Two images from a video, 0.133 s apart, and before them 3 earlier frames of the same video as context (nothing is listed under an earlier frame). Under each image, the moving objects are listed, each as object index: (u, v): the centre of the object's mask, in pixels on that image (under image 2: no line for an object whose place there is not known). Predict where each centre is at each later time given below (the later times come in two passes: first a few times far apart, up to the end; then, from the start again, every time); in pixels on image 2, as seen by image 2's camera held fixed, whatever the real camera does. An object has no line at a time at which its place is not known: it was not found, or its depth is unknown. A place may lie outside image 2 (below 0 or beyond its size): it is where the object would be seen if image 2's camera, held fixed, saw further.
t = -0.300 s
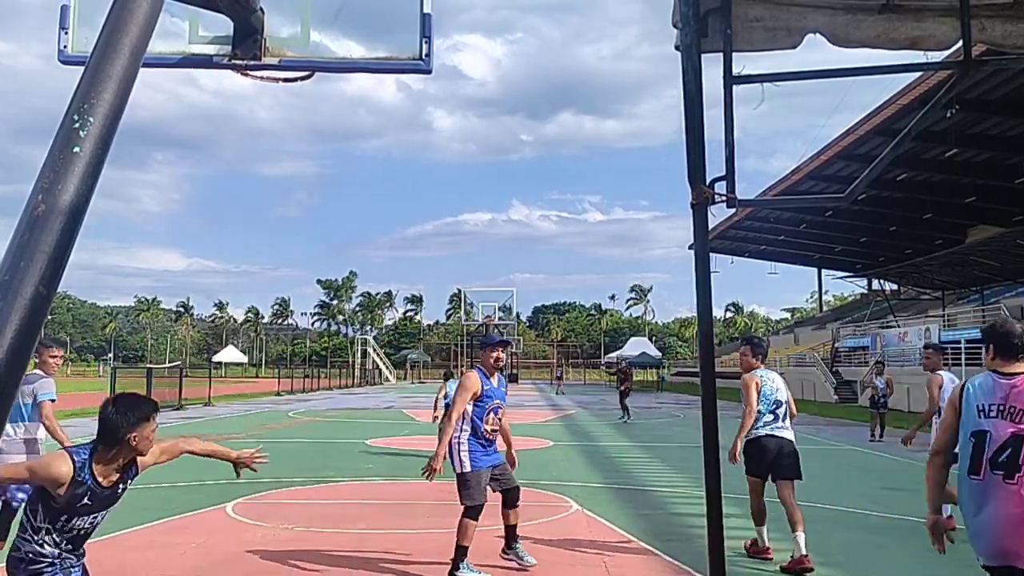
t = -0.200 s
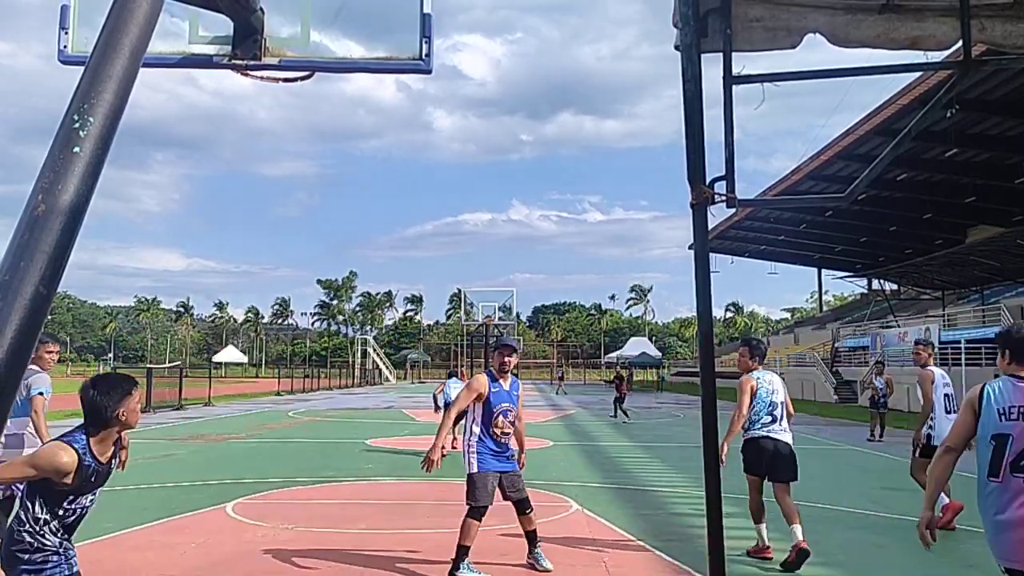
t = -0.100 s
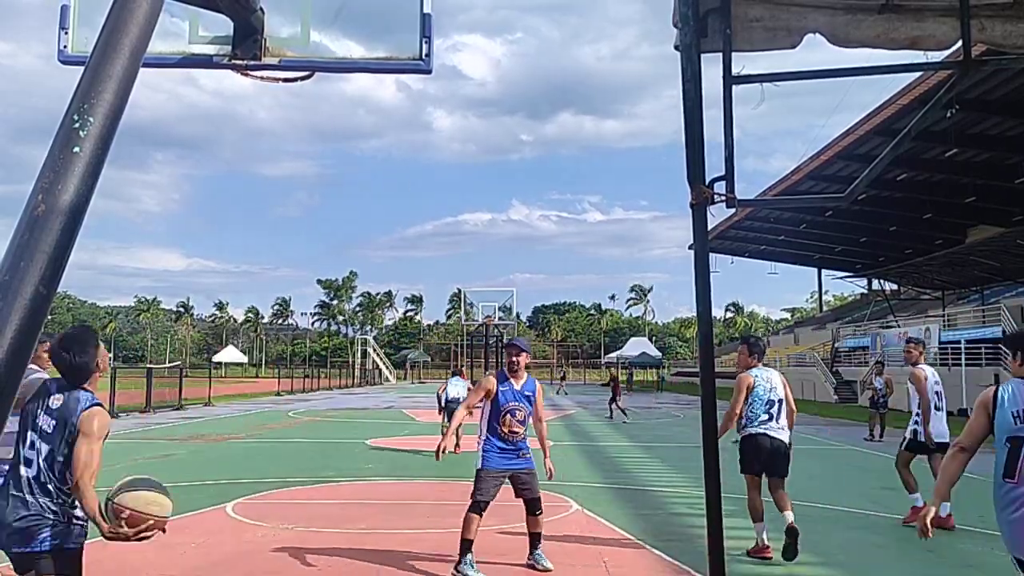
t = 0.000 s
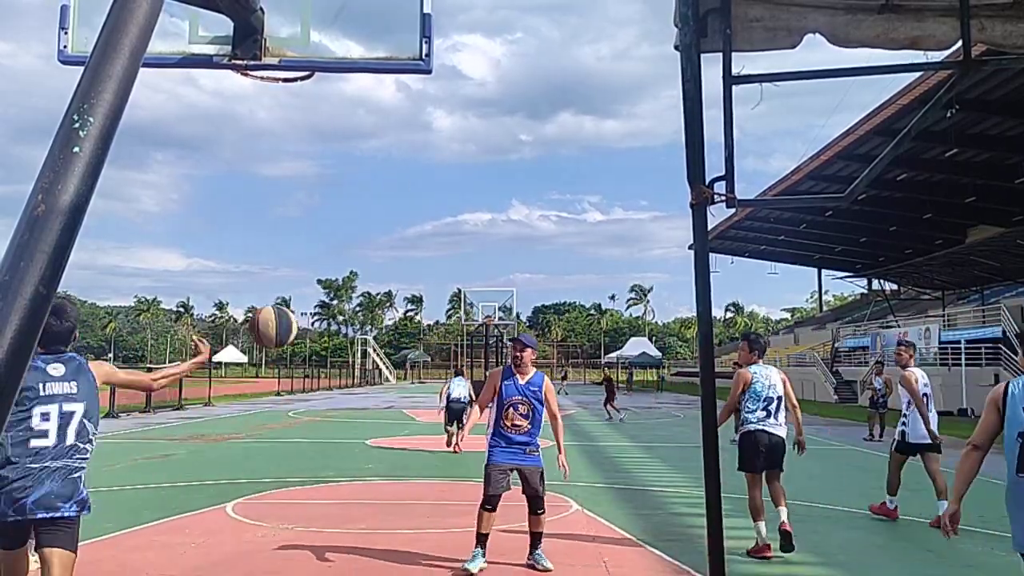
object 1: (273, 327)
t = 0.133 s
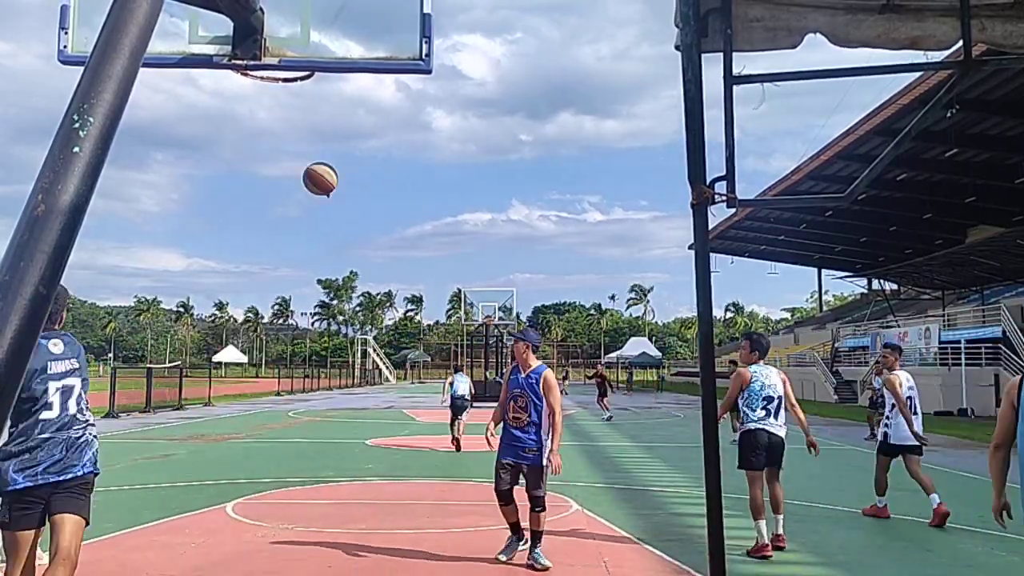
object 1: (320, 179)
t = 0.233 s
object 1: (346, 125)
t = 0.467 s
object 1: (394, 85)
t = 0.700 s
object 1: (428, 103)
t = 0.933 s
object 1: (459, 148)
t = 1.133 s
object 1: (480, 201)
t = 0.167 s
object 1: (329, 156)
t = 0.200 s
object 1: (338, 139)
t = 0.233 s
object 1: (346, 125)
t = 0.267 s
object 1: (354, 113)
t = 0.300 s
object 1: (362, 104)
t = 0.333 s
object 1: (368, 97)
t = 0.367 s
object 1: (374, 92)
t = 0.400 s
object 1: (382, 87)
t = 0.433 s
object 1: (388, 85)
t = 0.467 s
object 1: (394, 85)
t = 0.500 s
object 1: (399, 84)
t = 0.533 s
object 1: (404, 86)
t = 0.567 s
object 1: (409, 87)
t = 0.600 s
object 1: (415, 90)
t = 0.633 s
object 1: (419, 93)
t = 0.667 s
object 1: (424, 97)
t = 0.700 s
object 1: (428, 103)
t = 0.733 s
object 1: (433, 107)
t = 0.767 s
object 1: (438, 113)
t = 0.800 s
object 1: (442, 119)
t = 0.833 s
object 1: (446, 126)
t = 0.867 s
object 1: (450, 133)
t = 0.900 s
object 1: (455, 140)
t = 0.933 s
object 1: (459, 148)
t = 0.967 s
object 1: (462, 156)
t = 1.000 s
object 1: (466, 164)
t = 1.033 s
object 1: (469, 173)
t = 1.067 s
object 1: (473, 182)
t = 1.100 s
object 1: (476, 191)
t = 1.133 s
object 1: (480, 201)
